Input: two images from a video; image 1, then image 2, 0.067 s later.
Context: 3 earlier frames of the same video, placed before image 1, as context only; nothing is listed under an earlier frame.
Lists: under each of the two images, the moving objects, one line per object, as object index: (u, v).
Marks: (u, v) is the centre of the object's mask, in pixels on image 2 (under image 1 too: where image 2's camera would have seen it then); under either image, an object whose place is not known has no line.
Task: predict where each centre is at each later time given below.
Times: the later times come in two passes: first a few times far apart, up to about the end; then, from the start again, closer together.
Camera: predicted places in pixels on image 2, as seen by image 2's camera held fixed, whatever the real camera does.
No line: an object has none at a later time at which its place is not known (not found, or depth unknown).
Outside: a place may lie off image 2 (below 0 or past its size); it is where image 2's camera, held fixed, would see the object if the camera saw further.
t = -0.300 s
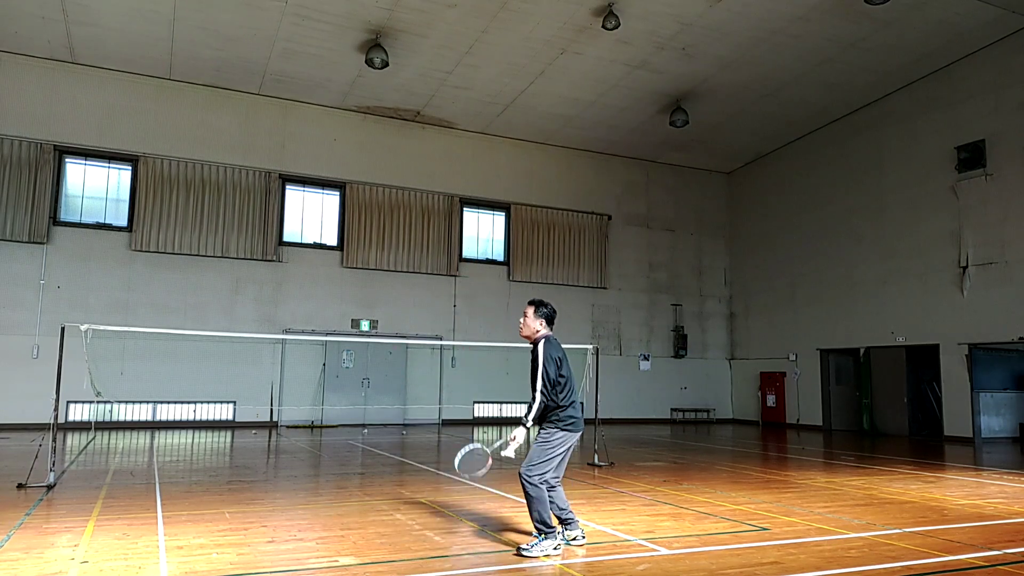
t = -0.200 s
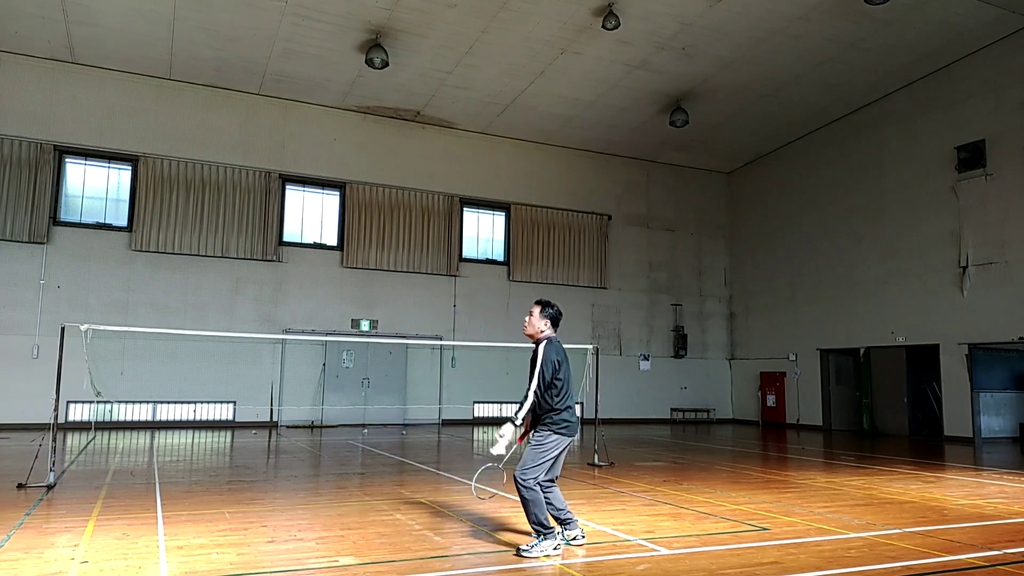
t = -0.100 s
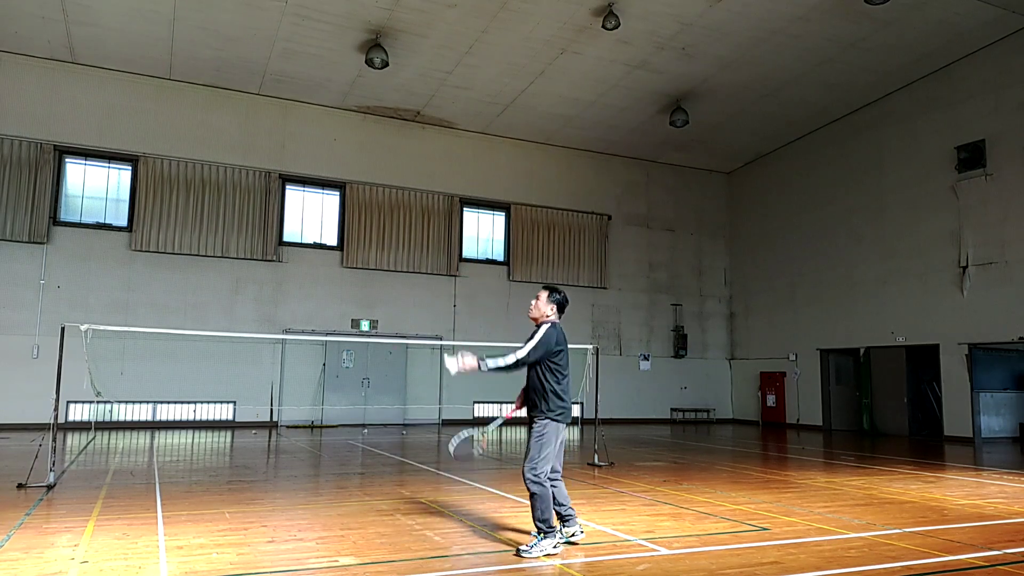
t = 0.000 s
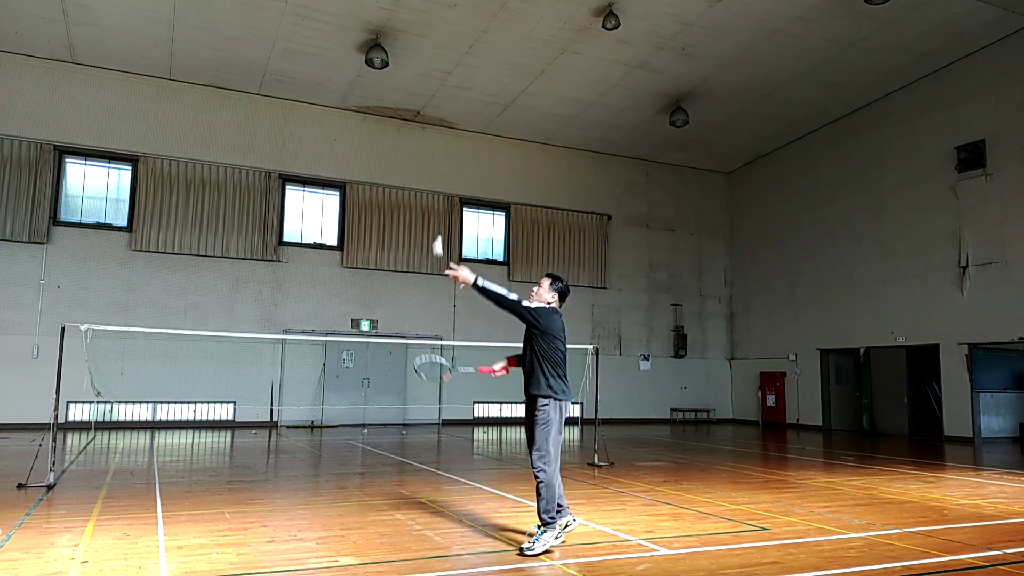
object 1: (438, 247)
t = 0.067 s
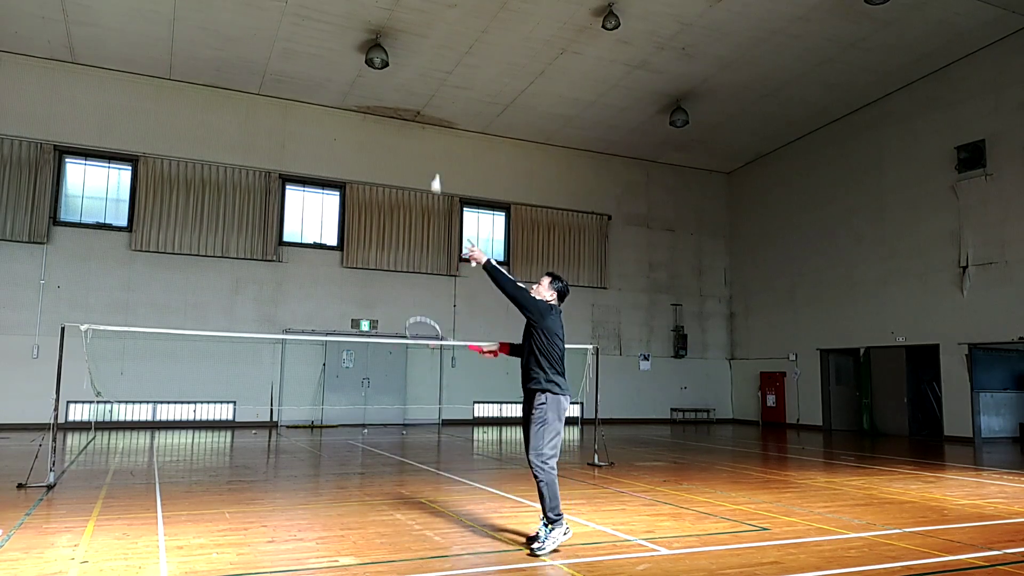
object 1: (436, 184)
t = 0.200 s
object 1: (433, 93)
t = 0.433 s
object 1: (423, 11)
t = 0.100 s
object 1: (436, 158)
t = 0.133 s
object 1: (435, 134)
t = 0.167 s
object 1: (434, 112)
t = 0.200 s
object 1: (433, 93)
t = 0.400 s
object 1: (425, 17)
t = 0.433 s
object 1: (423, 11)
